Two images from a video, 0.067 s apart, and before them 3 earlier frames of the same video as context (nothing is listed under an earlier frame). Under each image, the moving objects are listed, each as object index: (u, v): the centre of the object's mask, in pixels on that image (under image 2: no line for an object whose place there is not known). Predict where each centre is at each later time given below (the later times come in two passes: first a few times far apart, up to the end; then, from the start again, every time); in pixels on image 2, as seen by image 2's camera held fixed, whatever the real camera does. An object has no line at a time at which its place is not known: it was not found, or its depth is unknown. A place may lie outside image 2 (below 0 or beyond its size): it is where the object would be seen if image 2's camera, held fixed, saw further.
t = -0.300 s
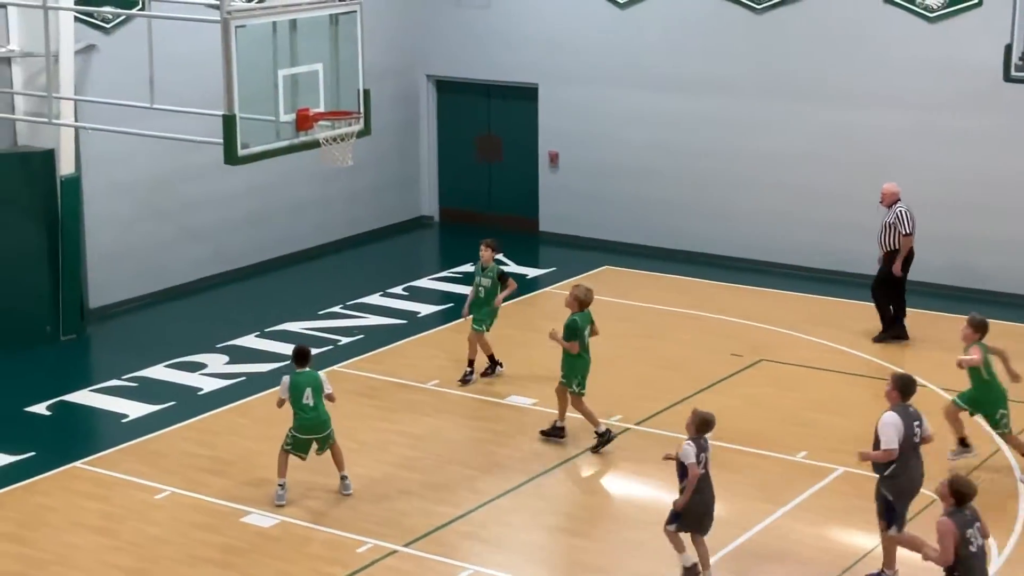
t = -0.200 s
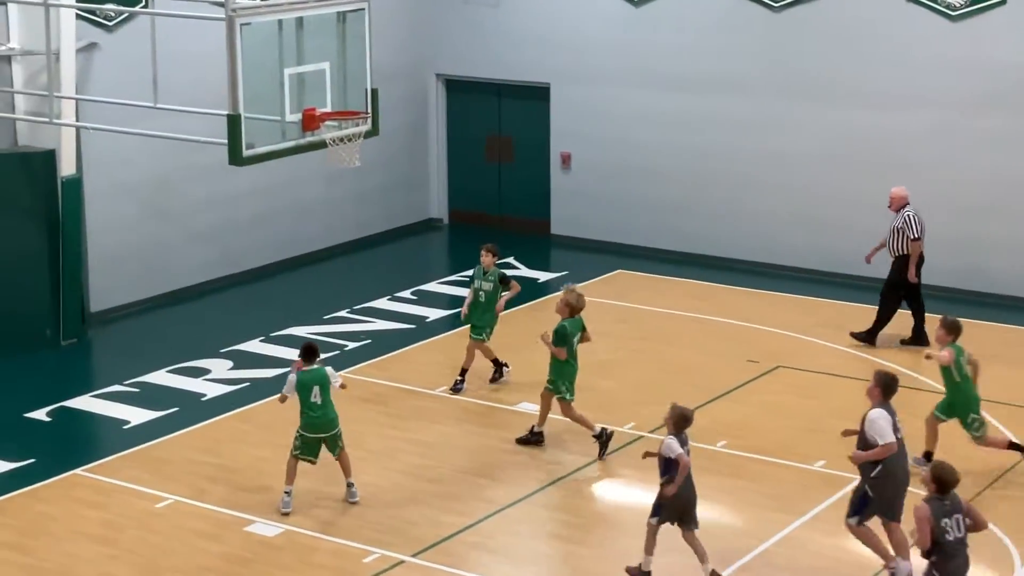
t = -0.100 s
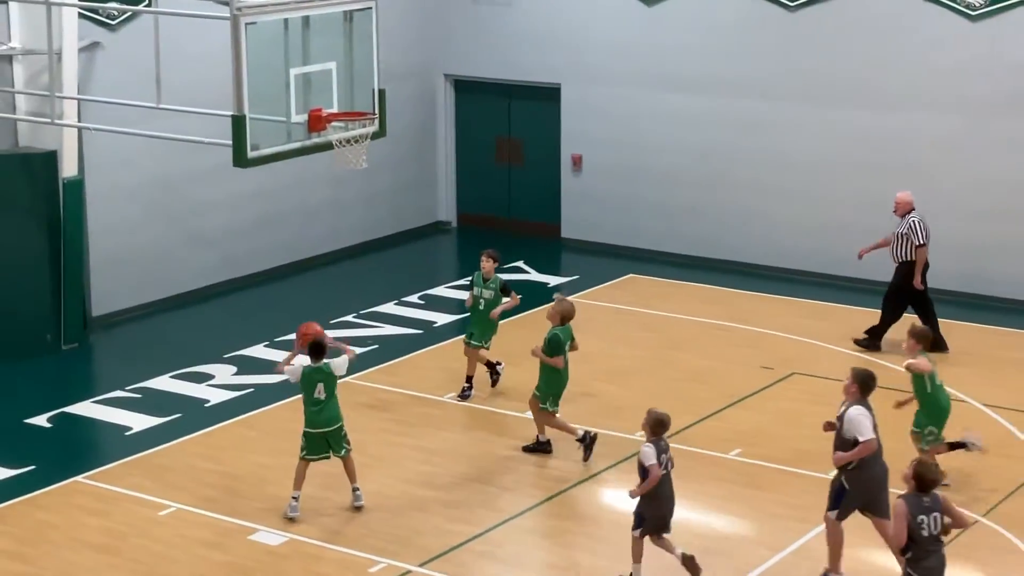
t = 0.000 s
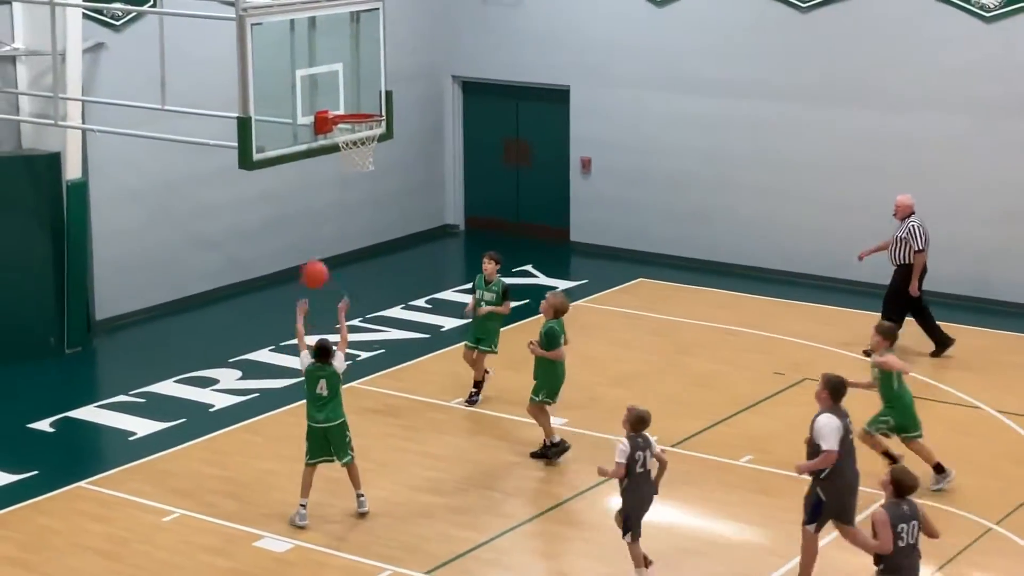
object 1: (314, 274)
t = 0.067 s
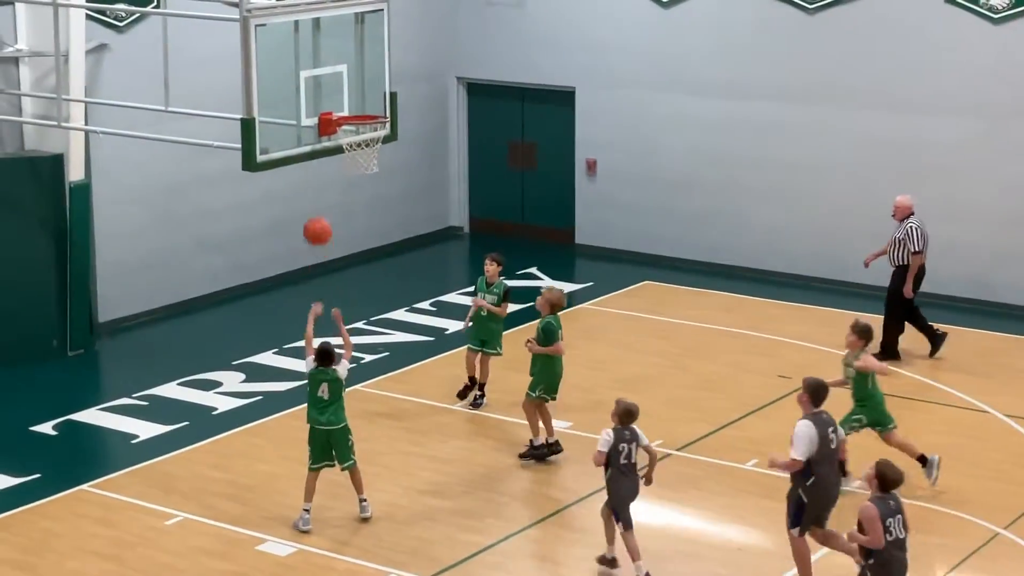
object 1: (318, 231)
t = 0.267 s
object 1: (314, 128)
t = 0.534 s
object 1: (312, 67)
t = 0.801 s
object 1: (349, 106)
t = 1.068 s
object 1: (378, 192)
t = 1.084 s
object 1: (380, 198)
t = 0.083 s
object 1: (317, 220)
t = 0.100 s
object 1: (317, 211)
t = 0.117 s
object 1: (316, 201)
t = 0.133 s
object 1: (316, 191)
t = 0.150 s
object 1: (316, 182)
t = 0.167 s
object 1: (315, 173)
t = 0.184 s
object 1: (315, 164)
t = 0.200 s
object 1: (315, 156)
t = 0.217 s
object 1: (315, 149)
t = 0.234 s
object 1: (314, 142)
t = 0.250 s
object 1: (314, 135)
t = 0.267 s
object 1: (314, 128)
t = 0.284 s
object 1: (314, 122)
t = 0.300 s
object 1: (312, 115)
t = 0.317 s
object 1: (313, 110)
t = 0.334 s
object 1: (313, 104)
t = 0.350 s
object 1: (313, 99)
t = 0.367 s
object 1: (313, 94)
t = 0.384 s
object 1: (312, 90)
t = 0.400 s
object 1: (313, 86)
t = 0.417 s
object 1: (312, 83)
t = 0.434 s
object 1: (312, 79)
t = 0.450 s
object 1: (312, 77)
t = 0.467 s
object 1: (312, 74)
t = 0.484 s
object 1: (312, 72)
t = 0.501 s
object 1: (312, 69)
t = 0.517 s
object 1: (312, 68)
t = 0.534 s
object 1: (312, 67)
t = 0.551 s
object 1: (312, 66)
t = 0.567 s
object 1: (312, 65)
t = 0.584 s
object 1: (313, 66)
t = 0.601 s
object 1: (316, 67)
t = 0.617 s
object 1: (318, 68)
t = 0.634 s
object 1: (322, 71)
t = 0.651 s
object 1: (324, 73)
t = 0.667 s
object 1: (327, 75)
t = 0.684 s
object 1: (330, 78)
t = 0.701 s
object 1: (333, 81)
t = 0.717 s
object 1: (336, 84)
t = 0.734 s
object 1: (338, 88)
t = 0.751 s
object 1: (341, 92)
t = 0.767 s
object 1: (344, 96)
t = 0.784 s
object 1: (347, 101)
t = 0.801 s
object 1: (349, 106)
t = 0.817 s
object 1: (352, 111)
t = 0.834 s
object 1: (355, 117)
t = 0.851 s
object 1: (359, 122)
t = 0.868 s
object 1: (361, 130)
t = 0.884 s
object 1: (363, 136)
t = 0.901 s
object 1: (366, 142)
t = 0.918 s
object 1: (368, 150)
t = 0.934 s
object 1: (370, 154)
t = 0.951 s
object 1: (372, 158)
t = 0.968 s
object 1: (372, 162)
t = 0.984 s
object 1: (374, 168)
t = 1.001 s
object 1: (374, 173)
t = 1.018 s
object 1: (375, 176)
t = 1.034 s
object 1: (376, 181)
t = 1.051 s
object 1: (377, 186)
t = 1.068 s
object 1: (378, 192)
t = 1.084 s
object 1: (380, 198)
